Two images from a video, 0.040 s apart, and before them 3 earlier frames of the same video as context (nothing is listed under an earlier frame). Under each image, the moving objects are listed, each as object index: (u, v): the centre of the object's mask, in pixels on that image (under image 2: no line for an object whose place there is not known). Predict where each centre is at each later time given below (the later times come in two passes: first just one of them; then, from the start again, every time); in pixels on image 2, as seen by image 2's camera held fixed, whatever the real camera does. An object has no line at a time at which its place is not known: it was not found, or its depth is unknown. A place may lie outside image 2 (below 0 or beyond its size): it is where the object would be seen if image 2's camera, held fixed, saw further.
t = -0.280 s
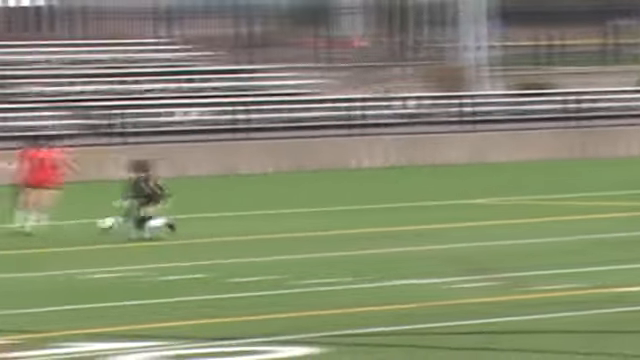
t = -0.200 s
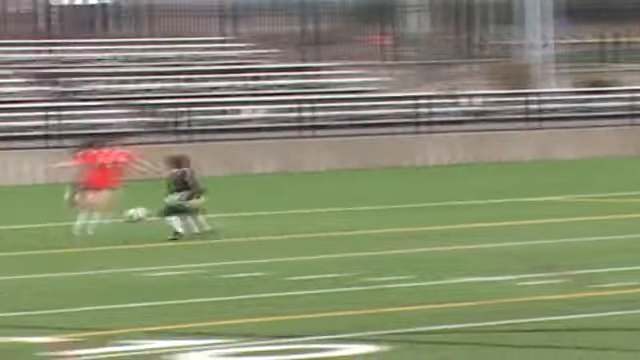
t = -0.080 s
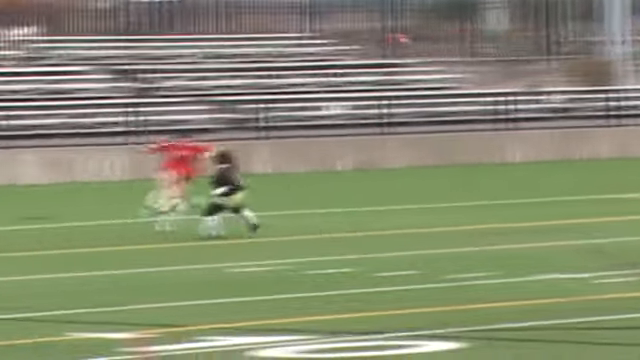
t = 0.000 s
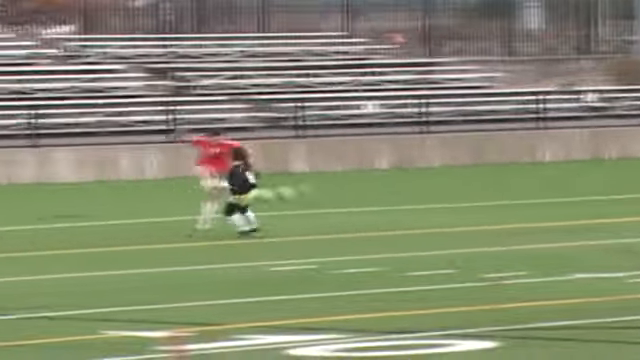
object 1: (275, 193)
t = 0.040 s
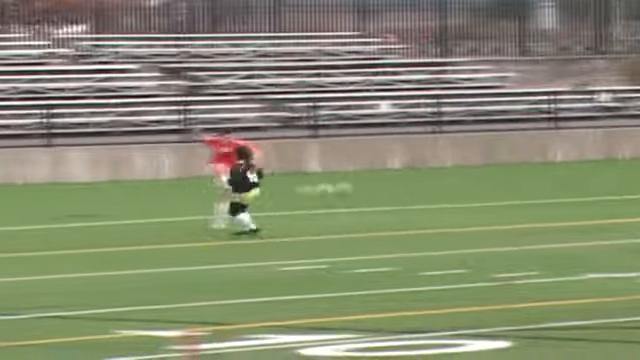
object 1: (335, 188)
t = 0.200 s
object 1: (468, 186)
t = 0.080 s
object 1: (363, 186)
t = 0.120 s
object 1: (398, 185)
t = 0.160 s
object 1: (437, 186)
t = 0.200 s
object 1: (468, 186)
